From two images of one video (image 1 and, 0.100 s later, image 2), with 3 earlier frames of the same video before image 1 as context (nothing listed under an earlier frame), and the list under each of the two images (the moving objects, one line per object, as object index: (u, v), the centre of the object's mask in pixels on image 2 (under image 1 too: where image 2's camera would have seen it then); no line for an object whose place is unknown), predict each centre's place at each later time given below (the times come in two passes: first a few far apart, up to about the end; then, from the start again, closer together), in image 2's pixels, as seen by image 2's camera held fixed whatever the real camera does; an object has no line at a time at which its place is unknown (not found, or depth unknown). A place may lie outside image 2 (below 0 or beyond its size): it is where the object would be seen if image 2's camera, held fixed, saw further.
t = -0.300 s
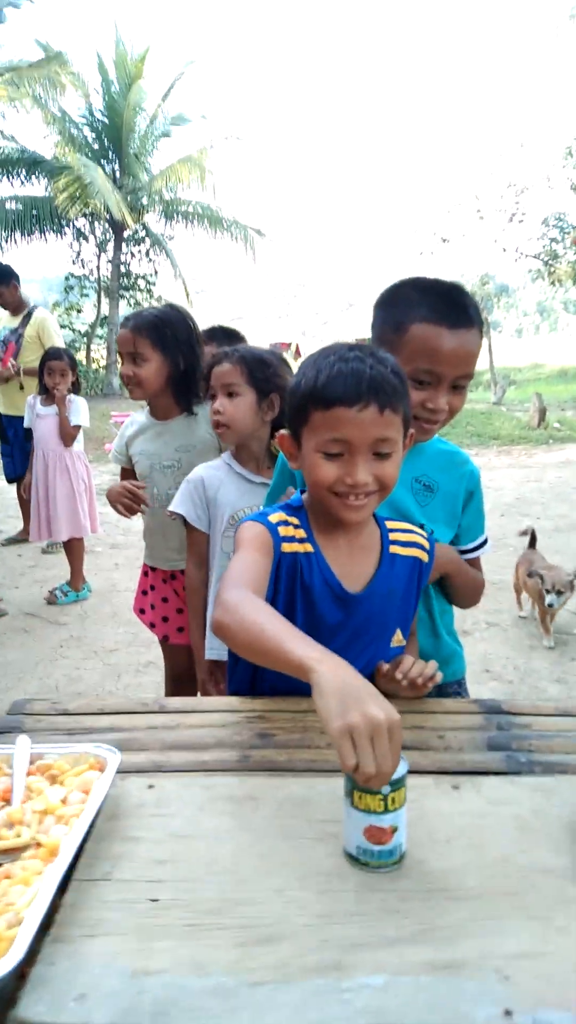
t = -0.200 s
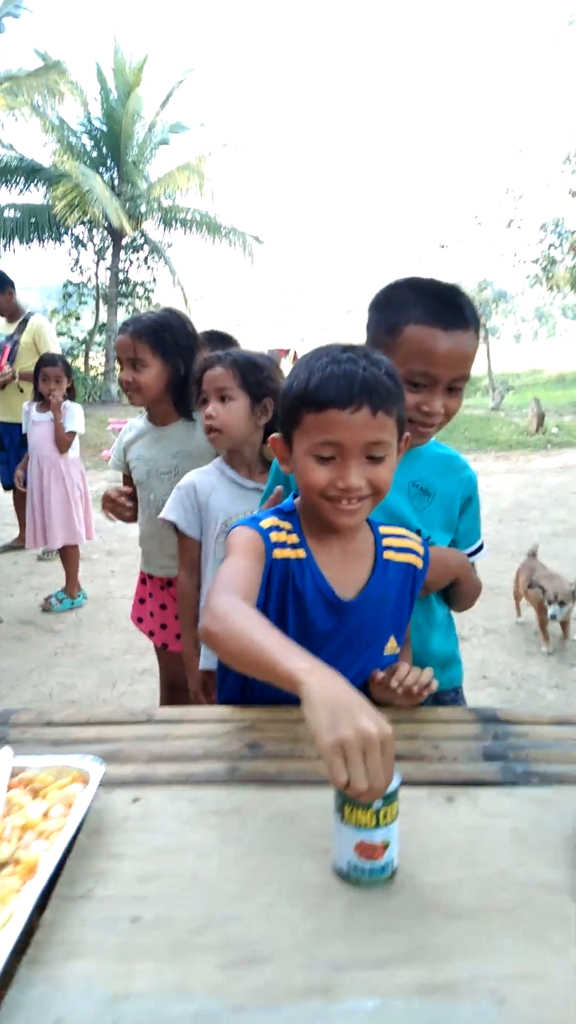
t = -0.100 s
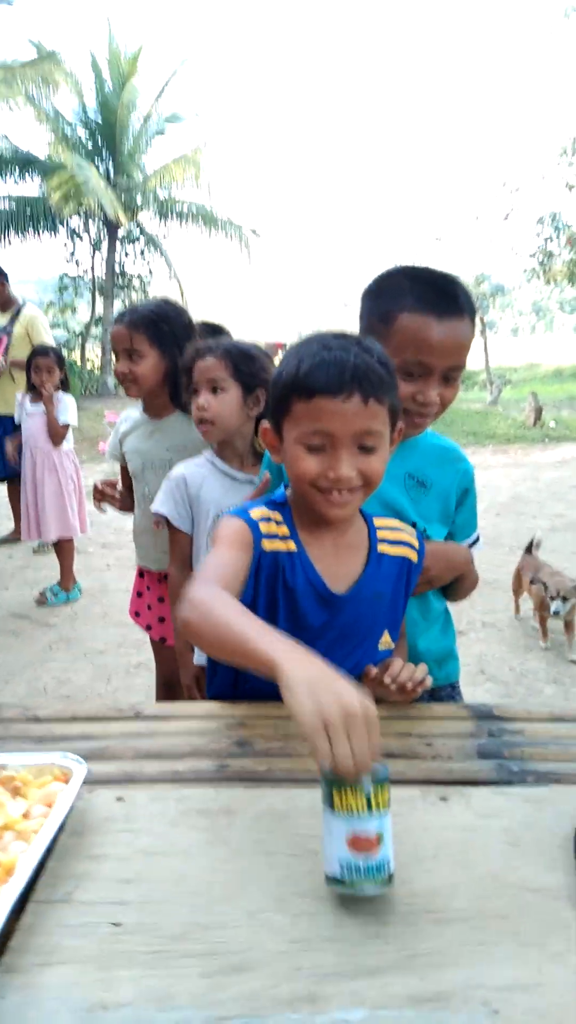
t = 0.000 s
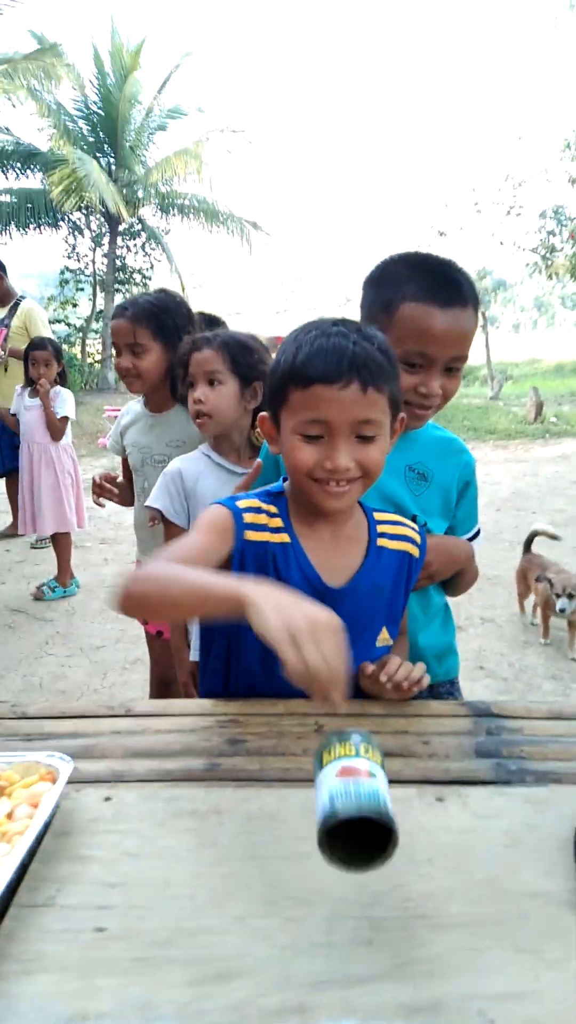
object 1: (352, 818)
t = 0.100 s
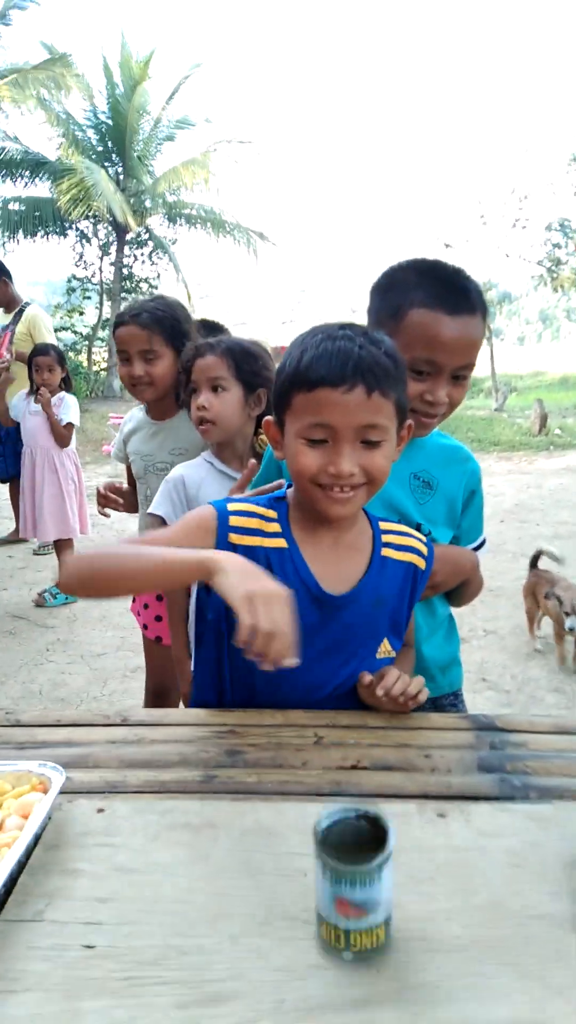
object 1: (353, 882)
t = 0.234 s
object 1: (358, 856)
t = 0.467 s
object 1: (369, 842)
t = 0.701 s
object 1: (354, 838)
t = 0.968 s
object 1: (350, 836)
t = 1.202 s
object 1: (359, 840)
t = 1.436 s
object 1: (372, 844)
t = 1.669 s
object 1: (382, 848)
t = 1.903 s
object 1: (386, 850)
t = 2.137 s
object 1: (386, 850)
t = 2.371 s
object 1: (385, 850)
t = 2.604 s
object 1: (383, 850)
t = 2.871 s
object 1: (377, 847)
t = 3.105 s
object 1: (369, 844)
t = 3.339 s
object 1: (361, 841)
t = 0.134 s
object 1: (355, 881)
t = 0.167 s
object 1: (356, 870)
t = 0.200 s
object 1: (358, 861)
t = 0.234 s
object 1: (358, 856)
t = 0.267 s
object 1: (358, 852)
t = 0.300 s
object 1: (359, 846)
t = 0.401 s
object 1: (364, 840)
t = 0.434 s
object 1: (368, 843)
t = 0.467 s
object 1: (369, 842)
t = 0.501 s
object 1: (367, 841)
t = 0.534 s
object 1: (365, 842)
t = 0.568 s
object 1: (362, 841)
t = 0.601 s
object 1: (360, 840)
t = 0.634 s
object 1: (358, 839)
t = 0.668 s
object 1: (356, 839)
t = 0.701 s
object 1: (354, 838)
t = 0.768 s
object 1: (351, 836)
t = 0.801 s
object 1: (350, 836)
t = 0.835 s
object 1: (349, 836)
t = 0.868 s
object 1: (349, 836)
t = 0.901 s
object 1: (349, 835)
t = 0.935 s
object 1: (350, 836)
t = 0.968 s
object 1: (350, 836)
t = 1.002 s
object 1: (351, 836)
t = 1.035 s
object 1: (352, 836)
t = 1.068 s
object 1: (353, 837)
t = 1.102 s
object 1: (354, 837)
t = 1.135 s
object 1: (356, 838)
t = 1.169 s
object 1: (357, 839)
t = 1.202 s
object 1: (359, 840)
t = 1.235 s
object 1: (361, 840)
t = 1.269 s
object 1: (363, 841)
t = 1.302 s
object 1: (364, 842)
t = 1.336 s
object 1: (366, 842)
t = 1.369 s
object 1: (368, 843)
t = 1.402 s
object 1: (370, 844)
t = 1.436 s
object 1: (372, 844)
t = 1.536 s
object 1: (377, 846)
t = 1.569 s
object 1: (378, 847)
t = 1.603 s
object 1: (379, 847)
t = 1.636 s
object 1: (381, 848)
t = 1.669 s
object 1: (382, 848)
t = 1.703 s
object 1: (383, 849)
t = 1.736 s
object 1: (384, 849)
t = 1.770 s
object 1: (384, 850)
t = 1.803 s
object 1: (385, 850)
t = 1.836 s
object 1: (385, 850)
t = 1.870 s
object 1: (385, 850)
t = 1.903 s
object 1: (386, 850)
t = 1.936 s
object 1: (386, 850)
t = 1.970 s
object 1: (386, 851)
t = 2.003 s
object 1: (386, 850)
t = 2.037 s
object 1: (386, 850)
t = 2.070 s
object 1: (386, 850)
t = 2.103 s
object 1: (386, 850)
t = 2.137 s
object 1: (386, 850)
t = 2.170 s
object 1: (386, 851)
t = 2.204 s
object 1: (385, 851)
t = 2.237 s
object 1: (385, 850)
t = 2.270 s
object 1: (385, 850)
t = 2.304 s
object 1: (385, 850)
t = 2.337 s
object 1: (385, 850)
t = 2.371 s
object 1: (385, 850)
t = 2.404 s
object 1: (385, 850)
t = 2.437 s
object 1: (385, 850)
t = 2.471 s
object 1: (385, 850)
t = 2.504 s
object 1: (385, 850)
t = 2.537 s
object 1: (384, 850)
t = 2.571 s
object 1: (384, 850)
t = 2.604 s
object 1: (383, 850)
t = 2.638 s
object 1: (382, 849)
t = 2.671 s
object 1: (382, 849)
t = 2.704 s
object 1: (381, 849)
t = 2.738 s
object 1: (380, 848)
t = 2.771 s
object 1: (380, 848)
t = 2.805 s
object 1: (379, 848)
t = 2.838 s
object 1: (378, 848)
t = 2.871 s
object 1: (377, 847)
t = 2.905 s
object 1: (376, 847)
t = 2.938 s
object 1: (375, 847)
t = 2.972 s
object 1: (374, 846)
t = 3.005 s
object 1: (372, 846)
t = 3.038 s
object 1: (371, 846)
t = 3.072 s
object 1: (369, 845)
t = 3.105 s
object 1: (369, 844)
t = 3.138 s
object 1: (368, 843)
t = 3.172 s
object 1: (366, 843)
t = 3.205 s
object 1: (365, 842)
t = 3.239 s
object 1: (364, 842)
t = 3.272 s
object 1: (362, 842)
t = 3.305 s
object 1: (361, 841)
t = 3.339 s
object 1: (361, 841)
